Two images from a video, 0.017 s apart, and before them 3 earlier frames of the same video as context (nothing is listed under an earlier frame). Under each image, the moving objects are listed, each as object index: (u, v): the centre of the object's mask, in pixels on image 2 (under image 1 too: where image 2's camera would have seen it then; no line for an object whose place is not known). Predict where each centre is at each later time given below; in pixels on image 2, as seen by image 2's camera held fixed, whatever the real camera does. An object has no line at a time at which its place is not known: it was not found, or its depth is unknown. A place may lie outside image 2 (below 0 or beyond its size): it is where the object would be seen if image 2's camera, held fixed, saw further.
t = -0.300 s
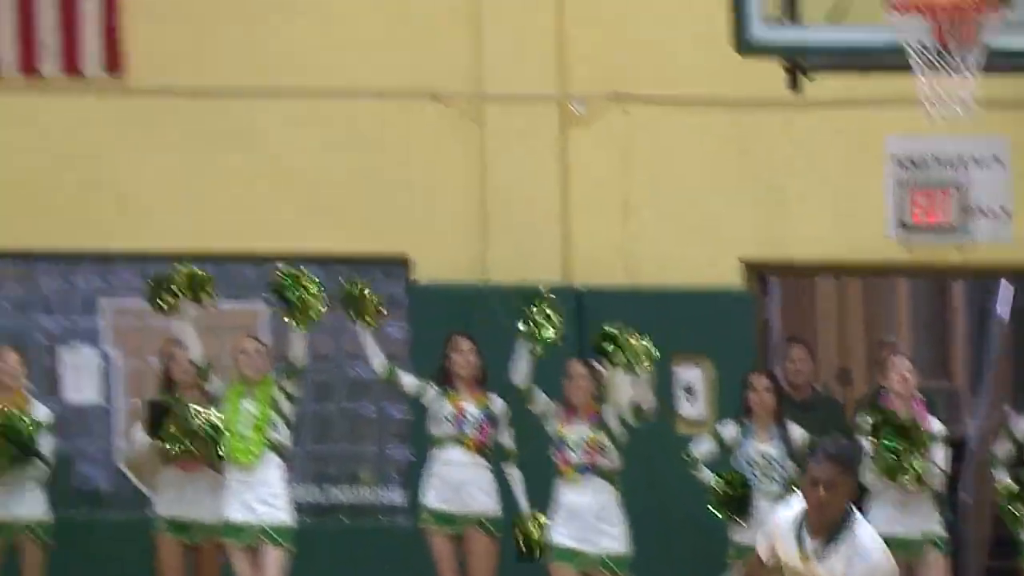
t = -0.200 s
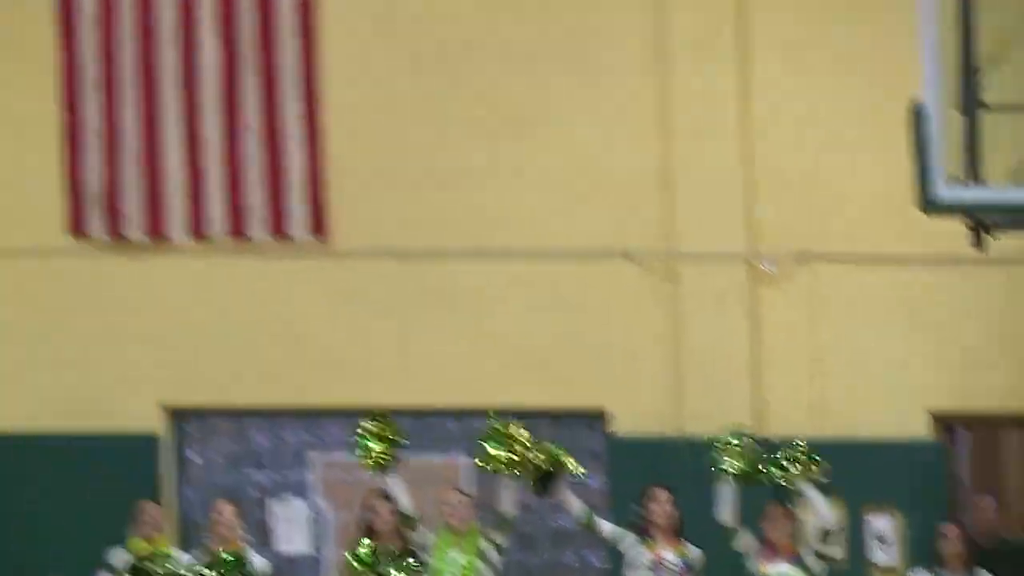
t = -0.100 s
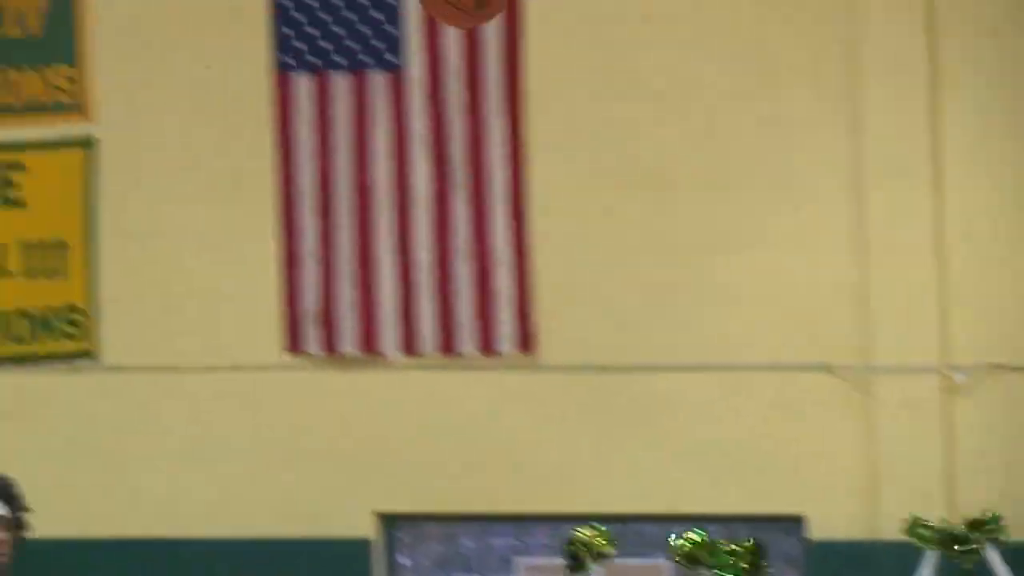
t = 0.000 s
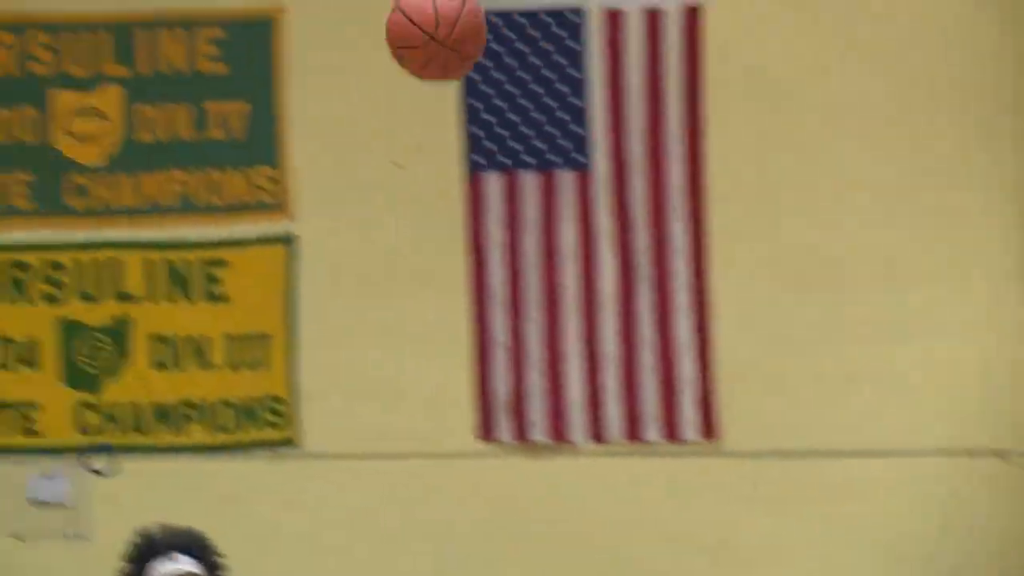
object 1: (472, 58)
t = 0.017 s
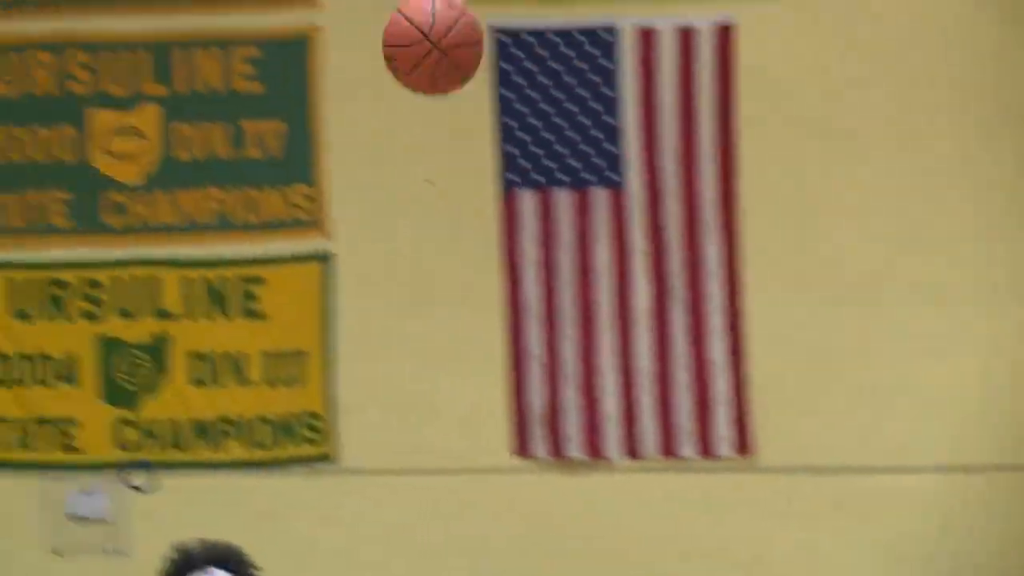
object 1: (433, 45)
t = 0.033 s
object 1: (392, 36)
